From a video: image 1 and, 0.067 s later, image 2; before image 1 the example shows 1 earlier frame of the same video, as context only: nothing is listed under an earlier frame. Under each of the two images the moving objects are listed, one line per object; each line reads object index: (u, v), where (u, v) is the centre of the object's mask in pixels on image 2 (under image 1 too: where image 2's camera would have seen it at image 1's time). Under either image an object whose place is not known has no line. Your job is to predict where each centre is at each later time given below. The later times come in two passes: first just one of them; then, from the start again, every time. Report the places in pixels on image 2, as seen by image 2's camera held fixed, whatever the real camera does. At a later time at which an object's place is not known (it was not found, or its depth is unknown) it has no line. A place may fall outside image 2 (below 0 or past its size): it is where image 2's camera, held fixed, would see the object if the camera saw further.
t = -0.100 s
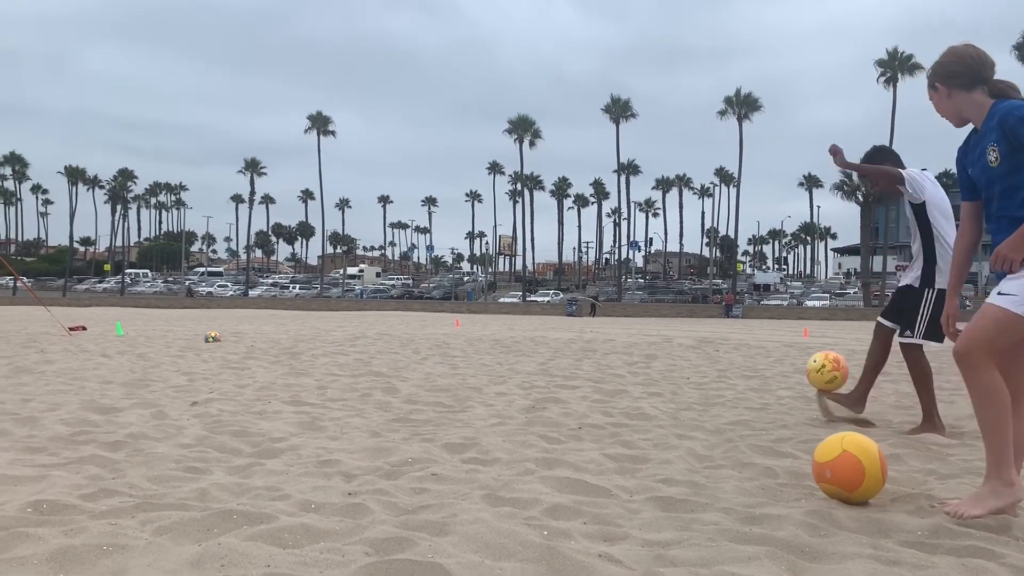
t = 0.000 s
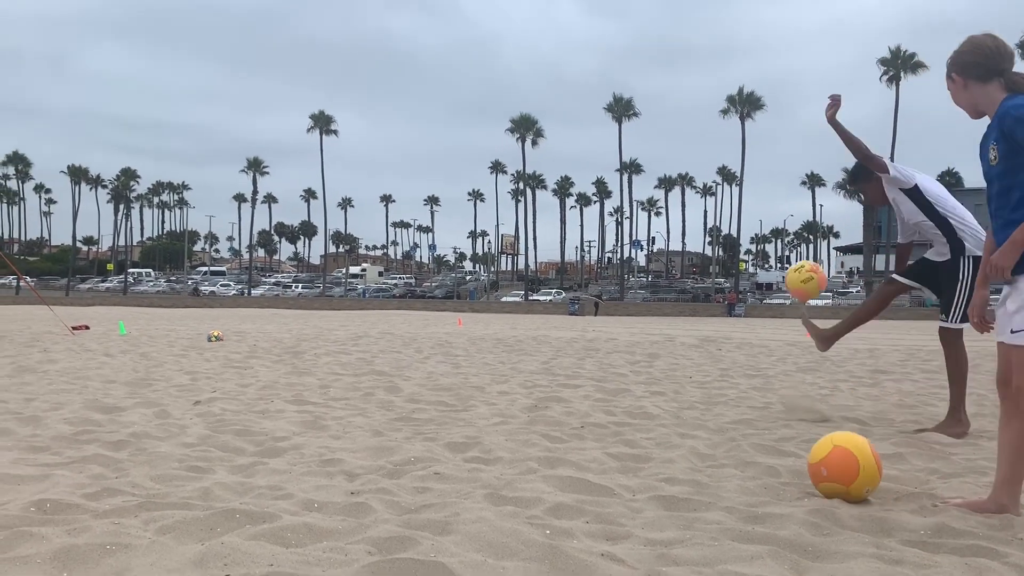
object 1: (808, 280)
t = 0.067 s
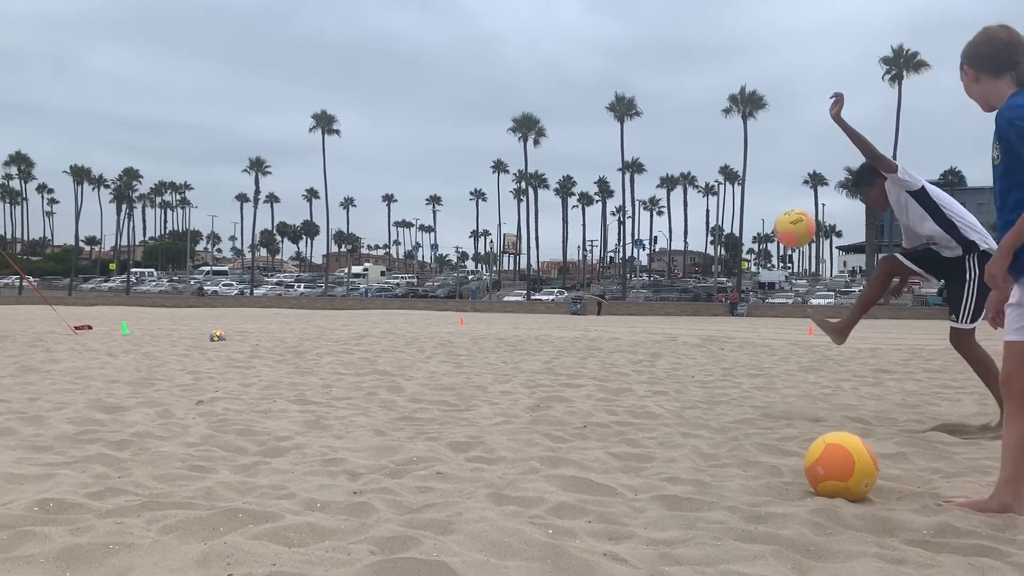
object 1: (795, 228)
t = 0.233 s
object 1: (763, 139)
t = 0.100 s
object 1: (788, 206)
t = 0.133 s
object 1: (782, 186)
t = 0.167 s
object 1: (776, 168)
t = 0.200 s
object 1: (770, 152)
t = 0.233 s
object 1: (763, 139)
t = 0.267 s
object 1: (757, 127)
